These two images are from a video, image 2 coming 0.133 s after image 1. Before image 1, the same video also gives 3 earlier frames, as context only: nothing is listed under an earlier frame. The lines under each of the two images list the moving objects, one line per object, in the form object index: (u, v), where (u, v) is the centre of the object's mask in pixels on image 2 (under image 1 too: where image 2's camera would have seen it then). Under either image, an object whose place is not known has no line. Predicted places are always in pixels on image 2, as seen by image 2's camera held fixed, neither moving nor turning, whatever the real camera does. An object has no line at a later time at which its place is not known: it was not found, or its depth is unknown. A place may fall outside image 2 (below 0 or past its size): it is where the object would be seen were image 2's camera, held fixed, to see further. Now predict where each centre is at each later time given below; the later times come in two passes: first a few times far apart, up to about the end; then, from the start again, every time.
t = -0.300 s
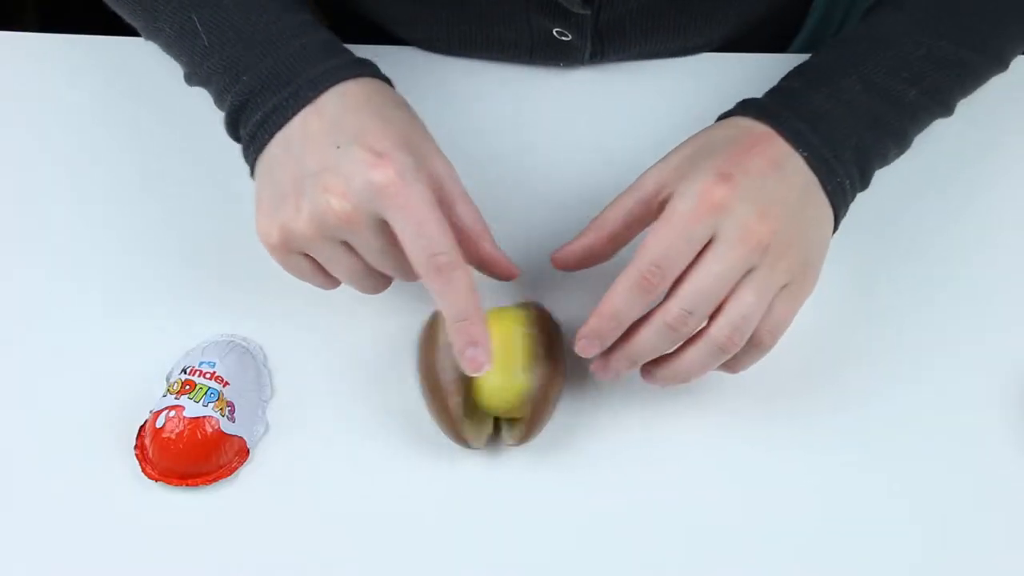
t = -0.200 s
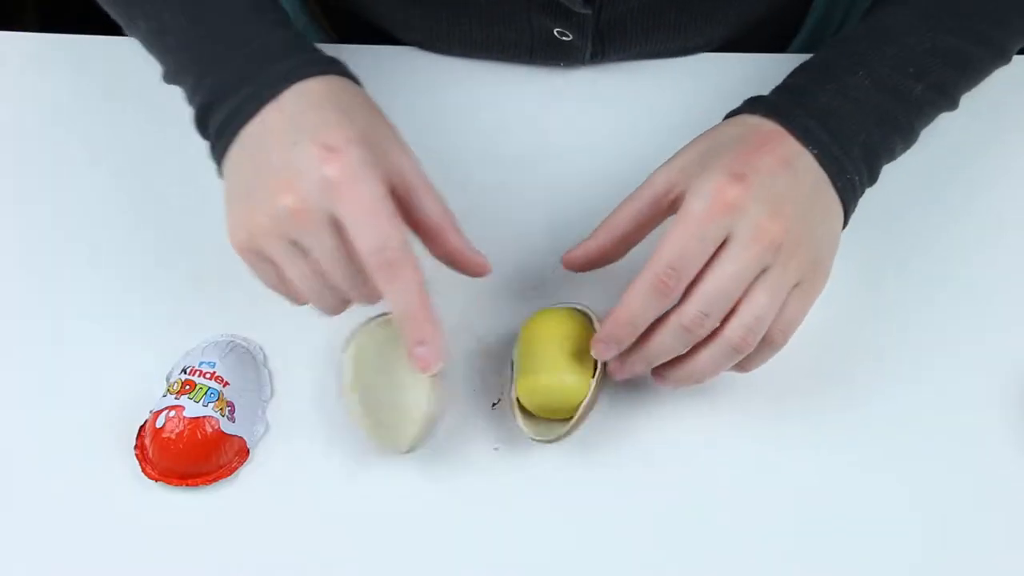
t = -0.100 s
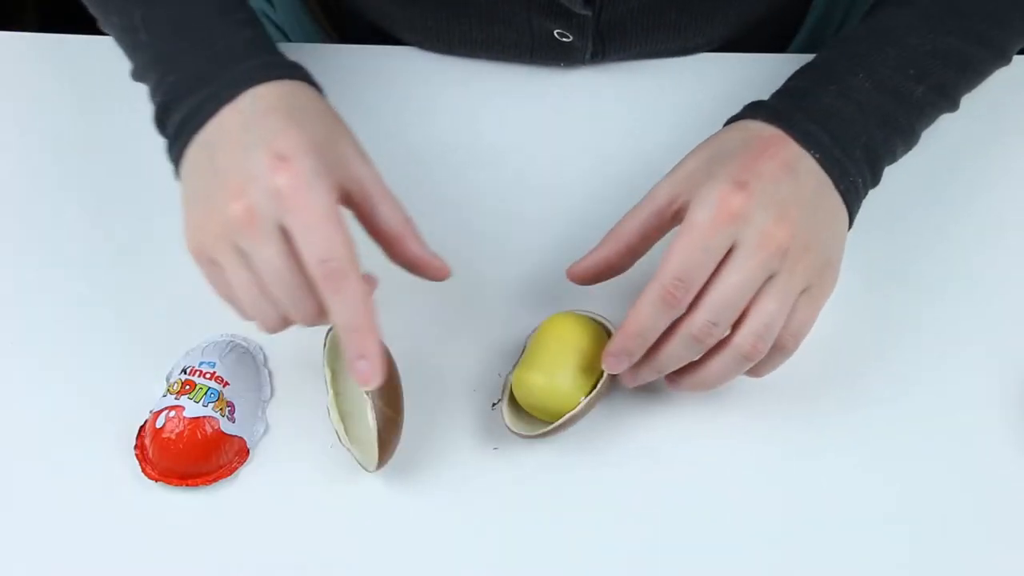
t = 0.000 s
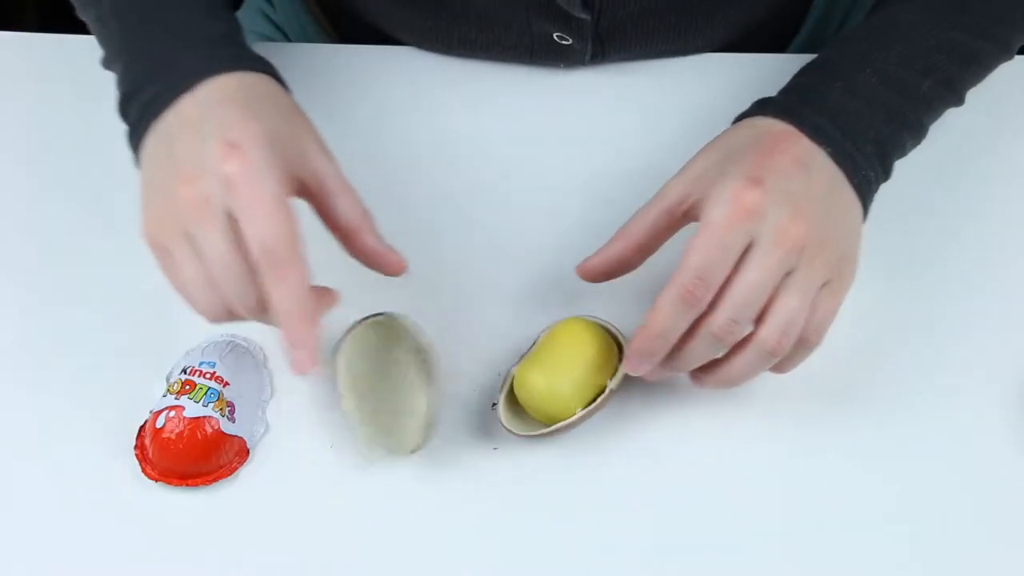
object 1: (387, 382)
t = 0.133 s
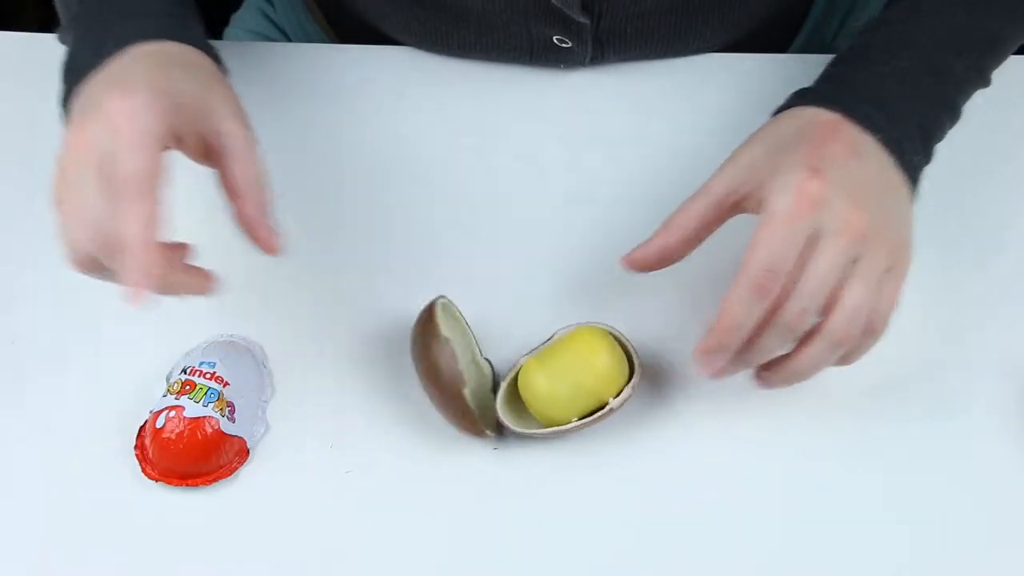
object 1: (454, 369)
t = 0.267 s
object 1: (419, 375)
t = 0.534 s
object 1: (420, 372)
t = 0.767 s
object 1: (409, 380)
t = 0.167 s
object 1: (454, 369)
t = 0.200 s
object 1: (450, 369)
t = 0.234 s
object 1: (439, 371)
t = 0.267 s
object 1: (419, 375)
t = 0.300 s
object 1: (393, 387)
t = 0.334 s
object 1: (378, 396)
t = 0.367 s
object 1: (371, 401)
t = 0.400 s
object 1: (369, 402)
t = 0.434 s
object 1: (371, 400)
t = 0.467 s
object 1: (379, 393)
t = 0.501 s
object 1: (397, 382)
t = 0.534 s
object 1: (420, 372)
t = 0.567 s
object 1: (438, 367)
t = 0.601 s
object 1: (445, 365)
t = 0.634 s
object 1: (448, 363)
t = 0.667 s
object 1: (446, 364)
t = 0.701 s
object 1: (441, 365)
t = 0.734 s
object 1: (429, 371)
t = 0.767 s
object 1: (409, 380)
